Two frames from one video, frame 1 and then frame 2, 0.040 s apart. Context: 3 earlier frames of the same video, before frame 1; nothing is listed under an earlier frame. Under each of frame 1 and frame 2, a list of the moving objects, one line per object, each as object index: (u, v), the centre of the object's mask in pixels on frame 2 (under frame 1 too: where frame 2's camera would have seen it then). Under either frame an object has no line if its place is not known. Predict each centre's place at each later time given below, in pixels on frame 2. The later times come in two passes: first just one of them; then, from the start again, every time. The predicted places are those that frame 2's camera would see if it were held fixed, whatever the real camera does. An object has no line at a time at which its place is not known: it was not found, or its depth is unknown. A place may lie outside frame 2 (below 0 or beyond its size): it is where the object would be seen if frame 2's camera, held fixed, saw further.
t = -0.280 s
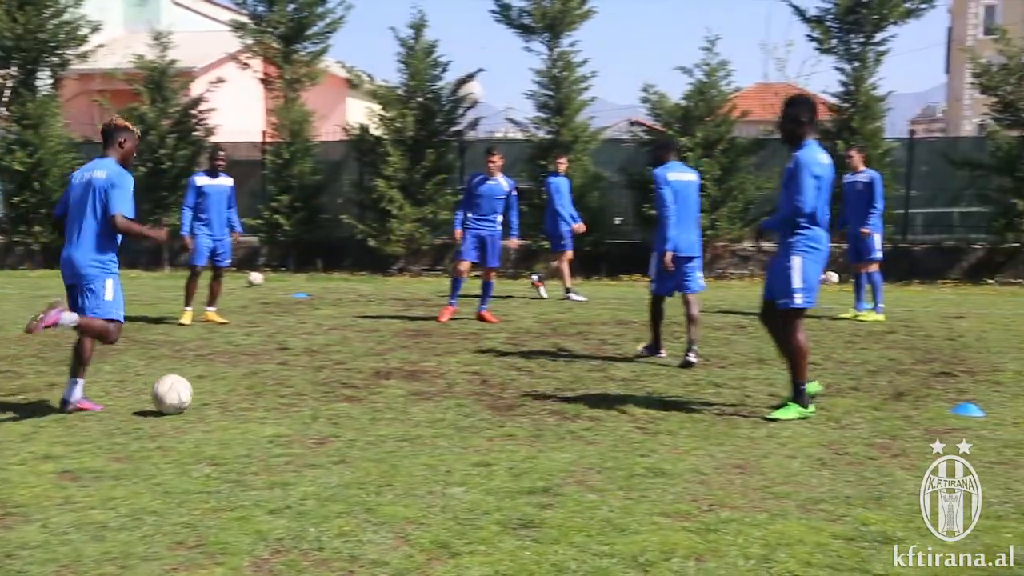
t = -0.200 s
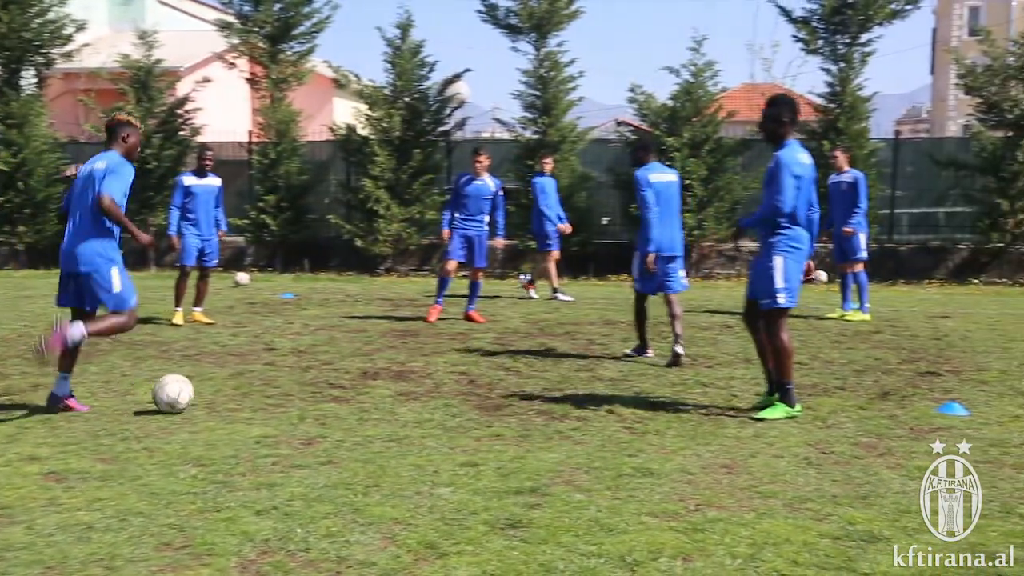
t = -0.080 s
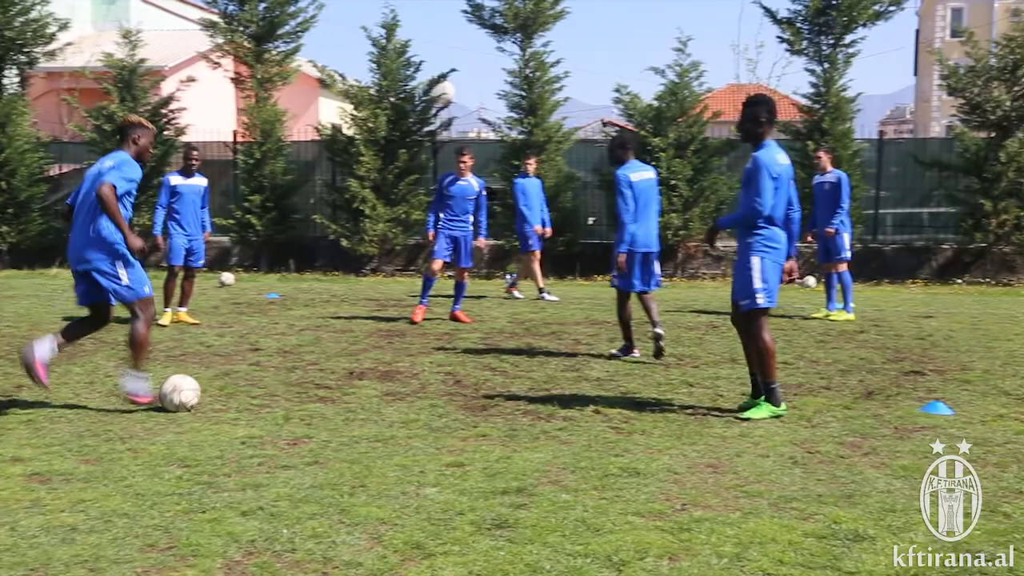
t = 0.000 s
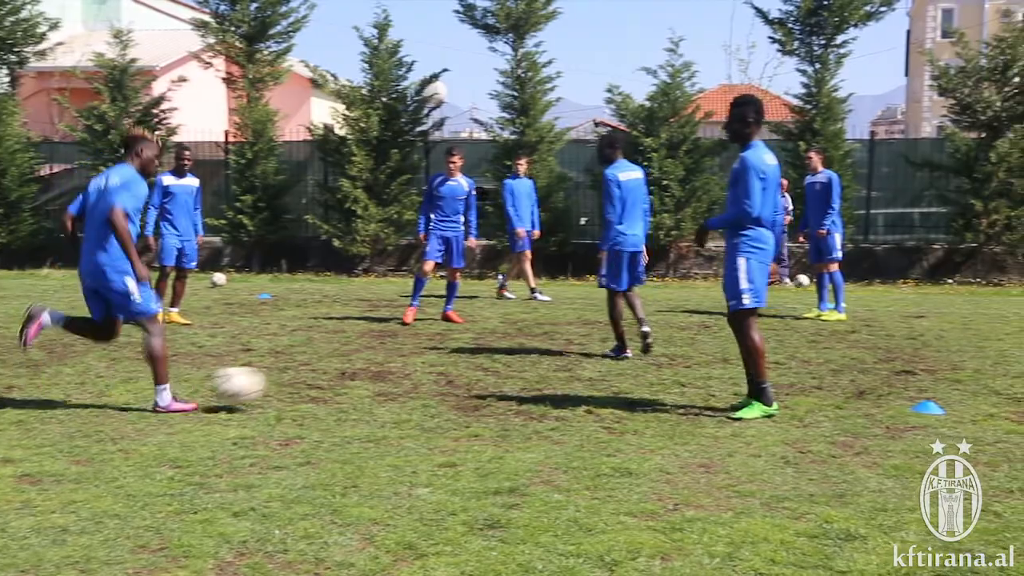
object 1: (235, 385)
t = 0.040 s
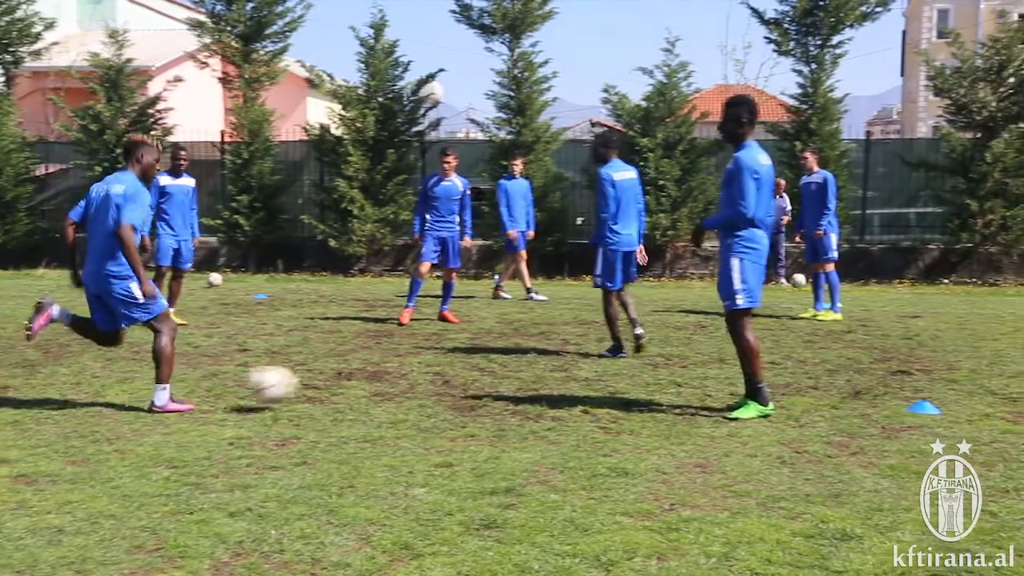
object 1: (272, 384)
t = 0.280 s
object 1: (463, 392)
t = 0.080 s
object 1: (309, 385)
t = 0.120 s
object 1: (345, 390)
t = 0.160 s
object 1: (376, 389)
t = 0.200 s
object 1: (408, 389)
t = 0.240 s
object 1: (437, 390)
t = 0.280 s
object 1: (463, 392)
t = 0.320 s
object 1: (487, 391)
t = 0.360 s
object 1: (505, 386)
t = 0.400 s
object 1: (519, 383)
